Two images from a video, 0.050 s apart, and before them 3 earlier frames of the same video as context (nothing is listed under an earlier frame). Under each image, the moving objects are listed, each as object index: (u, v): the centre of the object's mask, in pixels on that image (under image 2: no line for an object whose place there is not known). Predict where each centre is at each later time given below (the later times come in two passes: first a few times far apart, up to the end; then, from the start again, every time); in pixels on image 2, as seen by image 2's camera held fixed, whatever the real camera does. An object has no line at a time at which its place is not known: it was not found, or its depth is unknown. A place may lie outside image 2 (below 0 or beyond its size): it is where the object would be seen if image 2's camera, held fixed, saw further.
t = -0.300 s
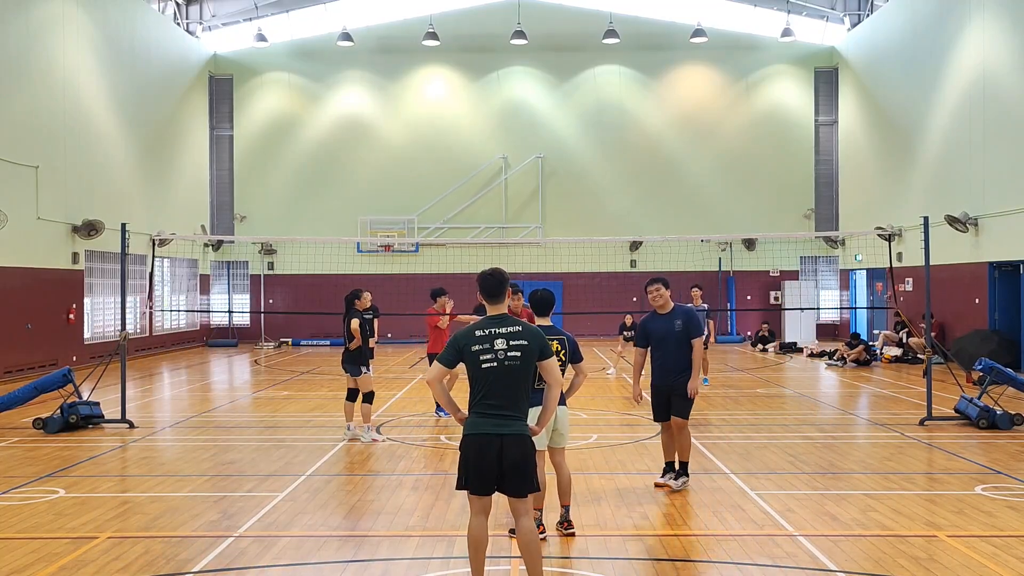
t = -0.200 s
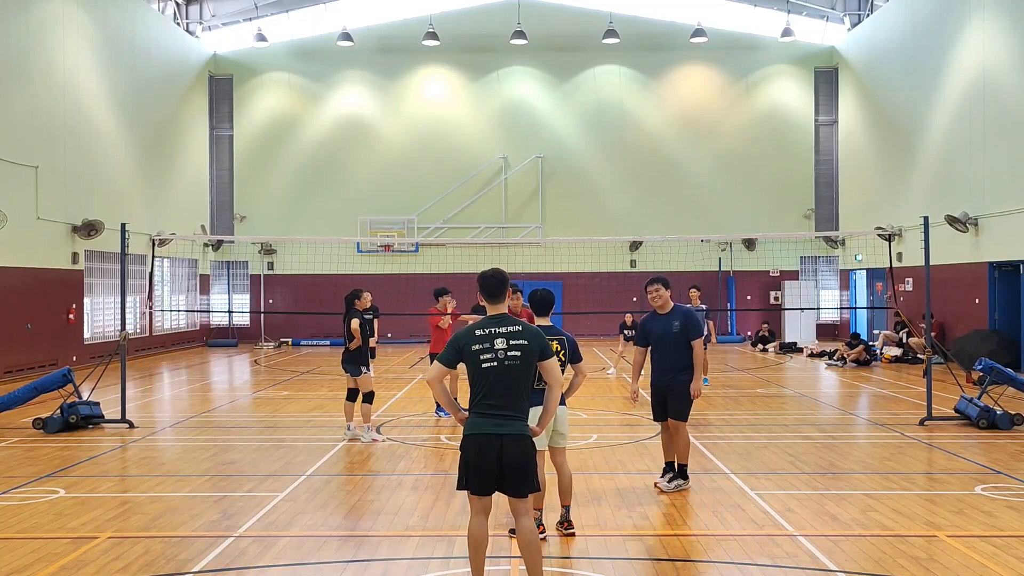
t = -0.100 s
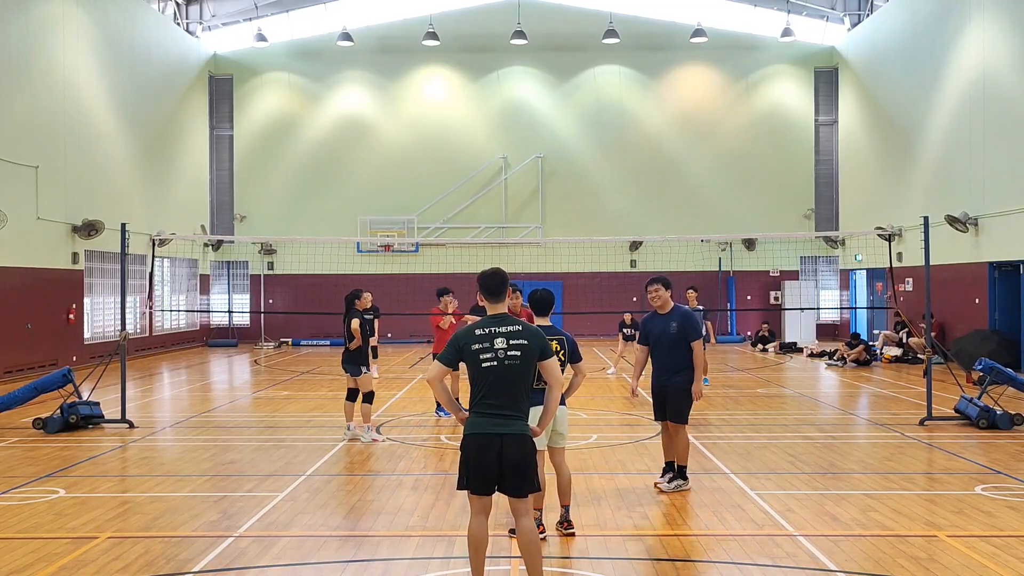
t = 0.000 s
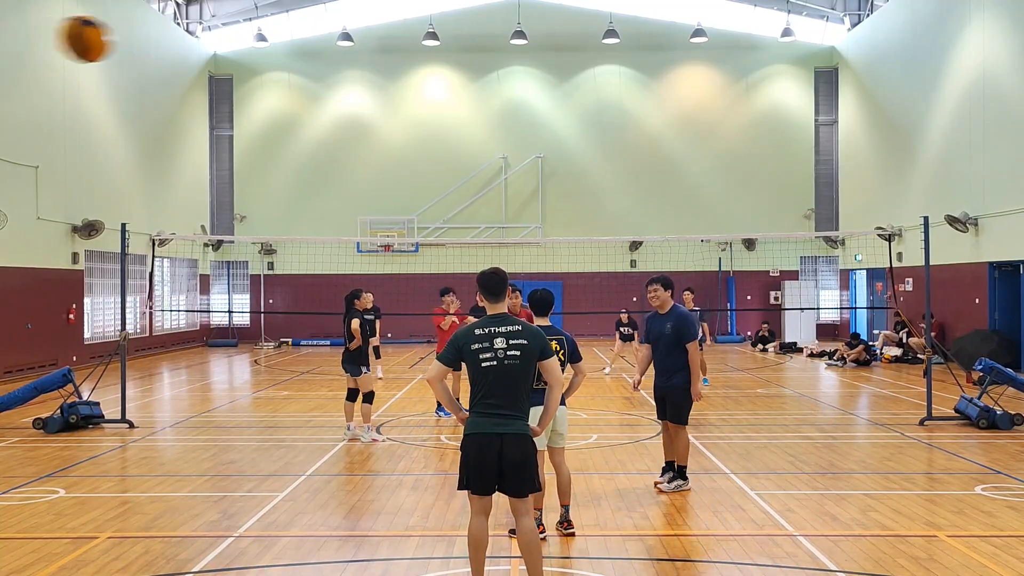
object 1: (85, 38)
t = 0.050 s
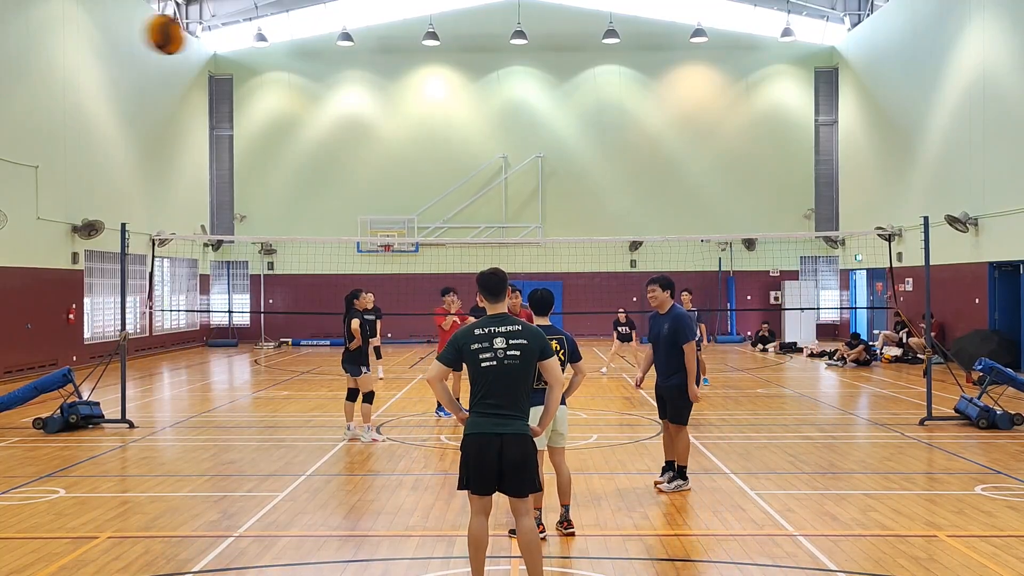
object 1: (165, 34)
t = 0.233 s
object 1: (337, 48)
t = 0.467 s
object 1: (433, 94)
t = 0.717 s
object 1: (486, 166)
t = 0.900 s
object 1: (510, 221)
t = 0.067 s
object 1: (188, 33)
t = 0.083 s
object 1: (208, 33)
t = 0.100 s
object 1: (228, 34)
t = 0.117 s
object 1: (245, 36)
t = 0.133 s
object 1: (262, 38)
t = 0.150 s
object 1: (277, 39)
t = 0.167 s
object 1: (291, 41)
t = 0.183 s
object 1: (303, 43)
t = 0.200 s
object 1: (314, 44)
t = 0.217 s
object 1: (326, 45)
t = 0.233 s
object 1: (337, 48)
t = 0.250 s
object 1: (346, 50)
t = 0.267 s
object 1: (356, 53)
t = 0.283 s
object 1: (365, 55)
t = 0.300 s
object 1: (374, 59)
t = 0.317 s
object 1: (382, 62)
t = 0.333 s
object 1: (389, 65)
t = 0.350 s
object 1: (396, 68)
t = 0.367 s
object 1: (402, 72)
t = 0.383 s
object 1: (408, 75)
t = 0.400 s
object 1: (414, 78)
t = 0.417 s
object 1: (419, 82)
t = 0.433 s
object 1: (424, 86)
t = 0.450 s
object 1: (429, 91)
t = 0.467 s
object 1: (433, 94)
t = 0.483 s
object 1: (438, 99)
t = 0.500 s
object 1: (442, 103)
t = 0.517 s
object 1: (446, 107)
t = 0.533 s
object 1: (450, 112)
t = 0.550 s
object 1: (454, 116)
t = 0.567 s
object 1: (457, 121)
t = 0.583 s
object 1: (461, 125)
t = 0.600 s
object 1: (464, 130)
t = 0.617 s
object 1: (468, 136)
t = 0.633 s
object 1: (471, 141)
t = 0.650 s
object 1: (474, 146)
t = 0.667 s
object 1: (477, 151)
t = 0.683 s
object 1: (480, 156)
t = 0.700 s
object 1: (483, 161)
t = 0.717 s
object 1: (486, 166)
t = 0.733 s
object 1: (488, 171)
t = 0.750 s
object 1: (491, 176)
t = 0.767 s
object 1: (493, 181)
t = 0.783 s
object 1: (496, 186)
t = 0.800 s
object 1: (498, 191)
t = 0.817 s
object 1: (500, 197)
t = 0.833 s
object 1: (502, 202)
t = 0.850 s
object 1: (504, 206)
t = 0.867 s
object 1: (506, 211)
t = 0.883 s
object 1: (508, 217)
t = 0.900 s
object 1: (510, 221)
